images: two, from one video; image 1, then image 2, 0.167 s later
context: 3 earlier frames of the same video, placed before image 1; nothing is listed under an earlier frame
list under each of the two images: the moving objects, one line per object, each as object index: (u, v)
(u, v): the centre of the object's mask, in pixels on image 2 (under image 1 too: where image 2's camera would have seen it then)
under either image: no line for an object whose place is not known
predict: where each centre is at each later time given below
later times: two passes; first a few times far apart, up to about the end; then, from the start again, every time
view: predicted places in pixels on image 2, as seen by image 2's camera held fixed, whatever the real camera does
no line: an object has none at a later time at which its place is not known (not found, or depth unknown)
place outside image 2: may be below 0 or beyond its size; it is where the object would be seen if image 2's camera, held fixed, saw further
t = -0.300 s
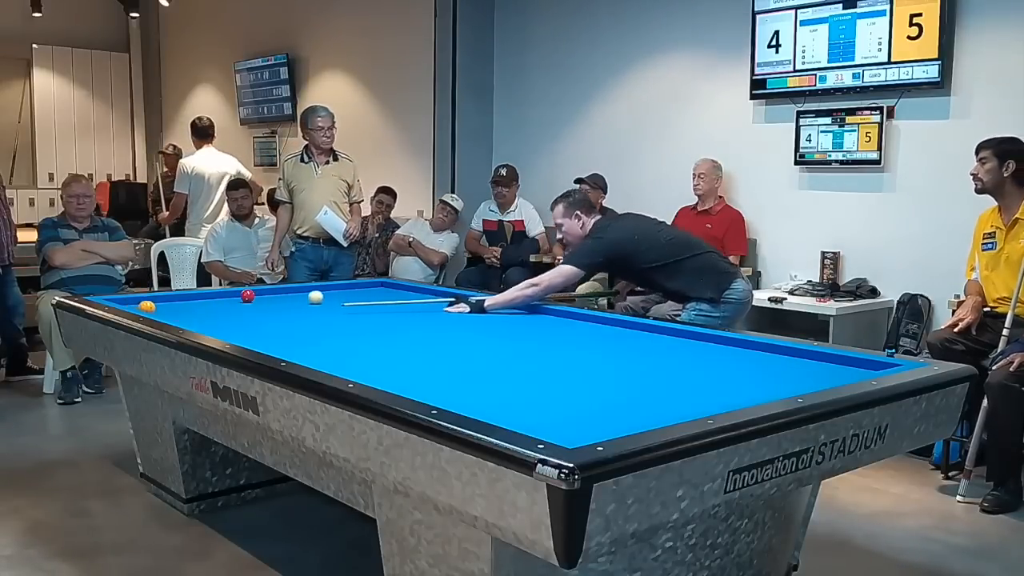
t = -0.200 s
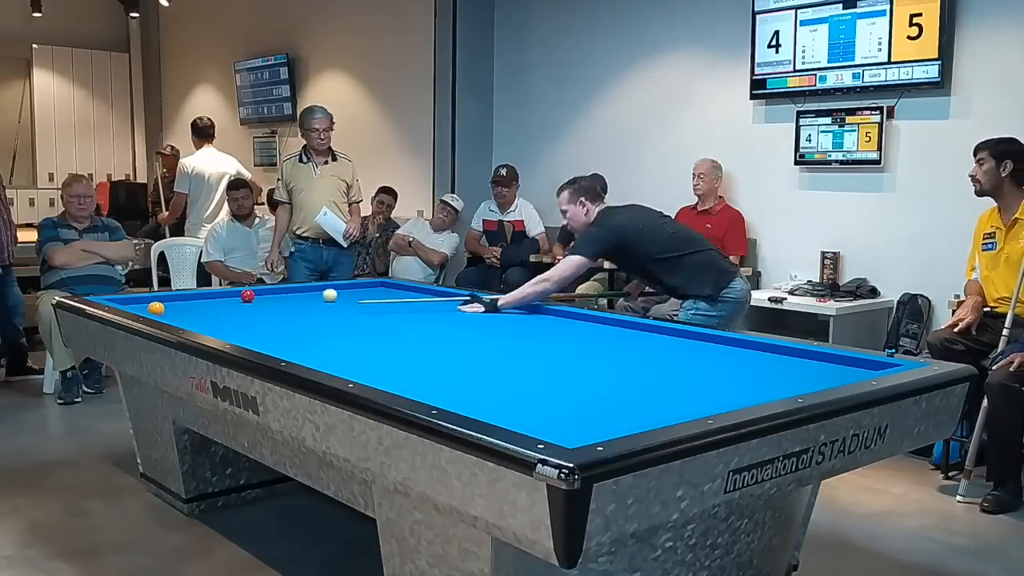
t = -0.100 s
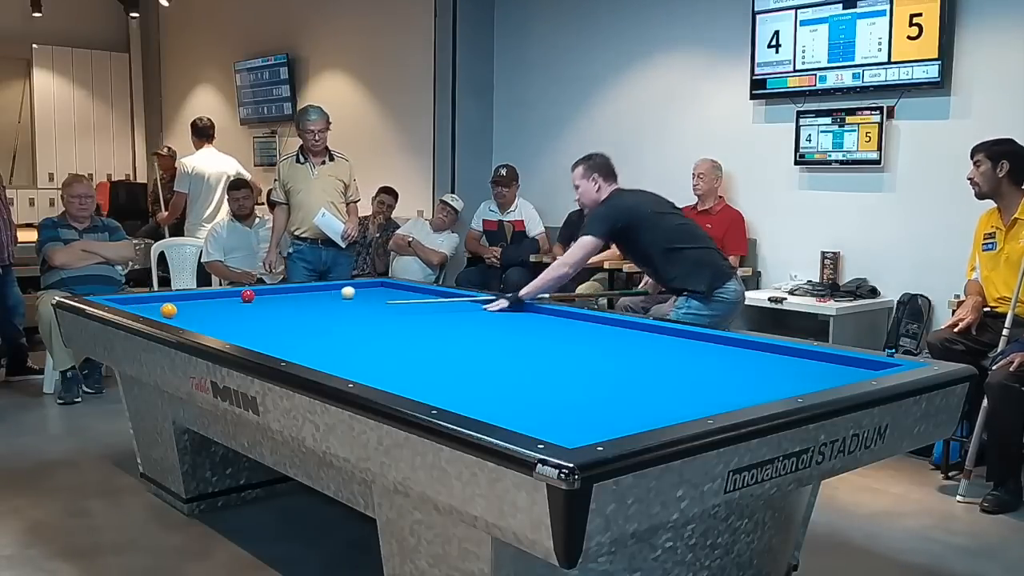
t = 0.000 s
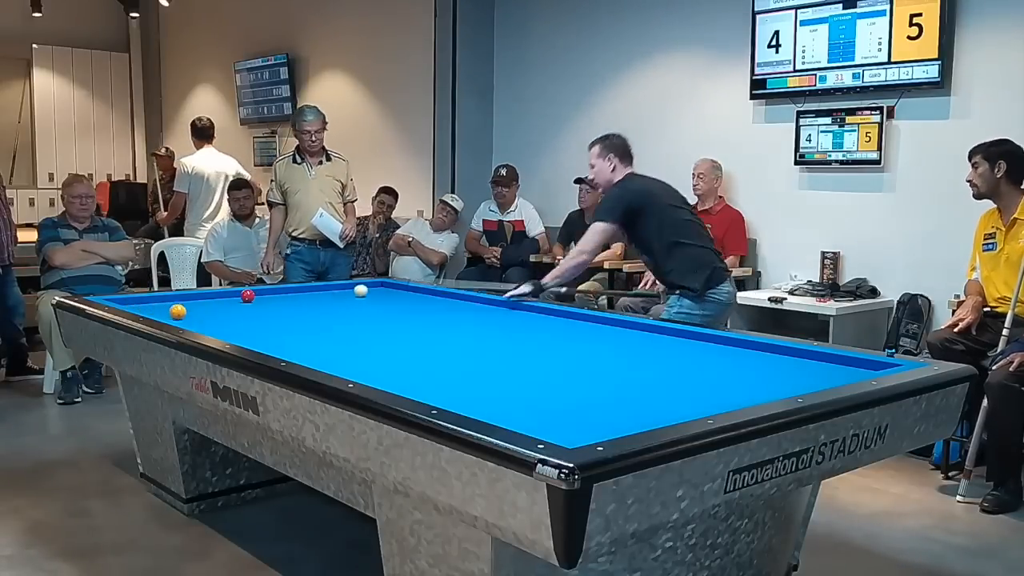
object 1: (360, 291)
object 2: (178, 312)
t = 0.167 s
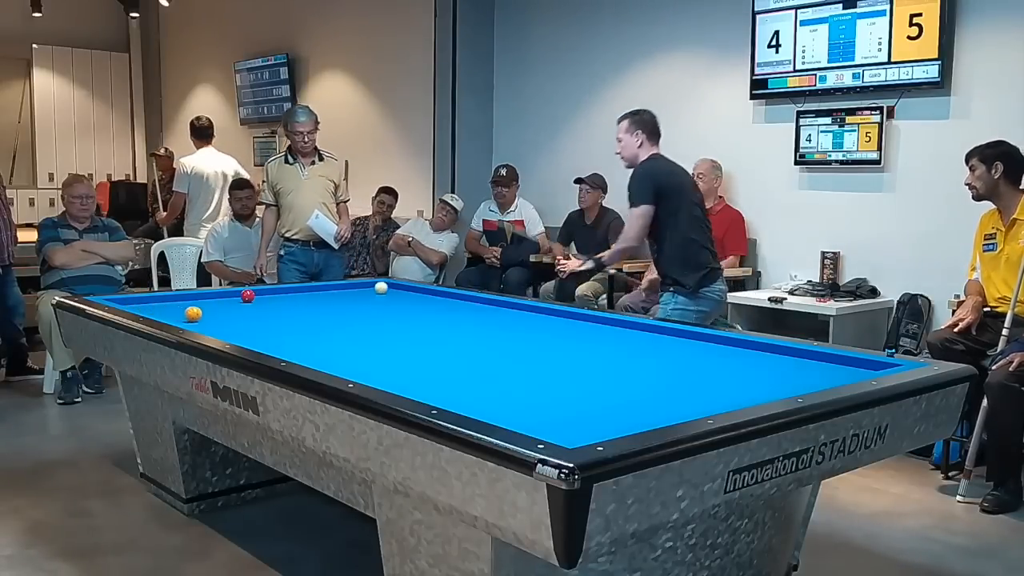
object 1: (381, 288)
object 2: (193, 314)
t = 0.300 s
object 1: (396, 286)
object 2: (205, 316)
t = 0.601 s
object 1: (370, 287)
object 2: (234, 319)
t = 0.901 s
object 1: (342, 288)
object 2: (263, 323)
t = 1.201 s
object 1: (313, 289)
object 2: (292, 327)
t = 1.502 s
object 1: (285, 290)
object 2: (322, 330)
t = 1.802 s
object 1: (257, 291)
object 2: (352, 334)
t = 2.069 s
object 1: (231, 293)
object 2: (379, 338)
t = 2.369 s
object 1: (202, 294)
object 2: (409, 342)
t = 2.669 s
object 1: (178, 296)
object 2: (439, 346)
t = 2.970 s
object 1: (151, 298)
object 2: (473, 350)
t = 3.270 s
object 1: (128, 300)
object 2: (504, 354)
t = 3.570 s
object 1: (118, 300)
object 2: (534, 358)
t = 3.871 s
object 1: (132, 300)
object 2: (565, 362)
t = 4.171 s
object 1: (145, 300)
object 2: (596, 366)
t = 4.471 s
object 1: (157, 299)
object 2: (626, 370)
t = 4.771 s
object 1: (168, 299)
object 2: (657, 375)
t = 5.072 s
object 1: (177, 298)
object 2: (688, 379)
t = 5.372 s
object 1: (186, 298)
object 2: (718, 383)
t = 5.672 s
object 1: (193, 297)
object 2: (747, 386)
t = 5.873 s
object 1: (198, 297)
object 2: (766, 387)
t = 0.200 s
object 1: (385, 287)
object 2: (196, 314)
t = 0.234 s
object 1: (389, 287)
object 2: (199, 315)
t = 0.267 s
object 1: (392, 286)
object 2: (202, 315)
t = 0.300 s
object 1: (396, 286)
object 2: (205, 316)
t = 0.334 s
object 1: (398, 285)
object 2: (209, 316)
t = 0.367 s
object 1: (394, 285)
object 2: (212, 316)
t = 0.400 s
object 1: (390, 286)
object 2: (215, 317)
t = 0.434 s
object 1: (386, 286)
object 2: (218, 317)
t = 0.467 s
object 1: (383, 286)
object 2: (222, 317)
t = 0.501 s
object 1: (380, 286)
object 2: (224, 318)
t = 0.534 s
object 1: (376, 286)
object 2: (228, 318)
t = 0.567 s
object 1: (373, 287)
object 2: (231, 319)
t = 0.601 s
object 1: (370, 287)
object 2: (234, 319)
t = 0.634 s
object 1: (367, 287)
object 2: (238, 319)
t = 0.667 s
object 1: (364, 287)
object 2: (241, 320)
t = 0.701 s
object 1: (361, 287)
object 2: (244, 320)
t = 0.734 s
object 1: (358, 287)
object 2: (247, 321)
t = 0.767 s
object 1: (355, 287)
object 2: (250, 321)
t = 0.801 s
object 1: (351, 288)
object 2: (253, 322)
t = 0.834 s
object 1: (348, 288)
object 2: (256, 322)
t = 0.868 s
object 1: (345, 288)
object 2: (260, 322)
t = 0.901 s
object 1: (342, 288)
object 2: (263, 323)
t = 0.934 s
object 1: (338, 288)
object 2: (266, 323)
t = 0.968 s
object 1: (335, 288)
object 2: (269, 324)
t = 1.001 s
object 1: (332, 288)
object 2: (273, 324)
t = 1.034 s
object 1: (329, 288)
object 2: (276, 325)
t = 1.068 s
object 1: (326, 288)
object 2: (279, 325)
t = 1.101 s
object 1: (323, 289)
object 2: (282, 325)
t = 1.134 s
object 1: (320, 289)
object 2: (285, 326)
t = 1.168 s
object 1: (317, 289)
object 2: (289, 326)
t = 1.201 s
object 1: (313, 289)
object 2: (292, 327)
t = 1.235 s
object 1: (310, 289)
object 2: (295, 327)
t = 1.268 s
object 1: (307, 289)
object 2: (299, 328)
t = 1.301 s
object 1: (304, 289)
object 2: (302, 328)
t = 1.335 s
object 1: (301, 290)
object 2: (305, 329)
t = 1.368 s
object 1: (297, 290)
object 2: (308, 329)
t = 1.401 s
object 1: (294, 290)
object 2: (312, 329)
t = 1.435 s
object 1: (291, 290)
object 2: (315, 330)
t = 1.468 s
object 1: (288, 290)
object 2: (318, 330)
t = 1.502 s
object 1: (285, 290)
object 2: (322, 330)
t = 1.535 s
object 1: (282, 290)
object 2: (325, 331)
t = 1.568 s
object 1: (279, 291)
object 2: (328, 331)
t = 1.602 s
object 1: (276, 291)
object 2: (332, 332)
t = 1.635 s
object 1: (272, 291)
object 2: (335, 332)
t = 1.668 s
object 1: (269, 291)
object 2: (338, 333)
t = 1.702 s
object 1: (266, 291)
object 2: (342, 333)
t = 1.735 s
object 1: (263, 291)
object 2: (345, 333)
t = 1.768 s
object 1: (260, 291)
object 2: (349, 334)
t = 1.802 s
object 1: (257, 291)
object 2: (352, 334)
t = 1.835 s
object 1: (255, 290)
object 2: (355, 335)
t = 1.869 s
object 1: (252, 289)
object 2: (359, 335)
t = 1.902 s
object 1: (246, 288)
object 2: (362, 336)
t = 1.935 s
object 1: (241, 290)
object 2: (365, 336)
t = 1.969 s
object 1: (239, 291)
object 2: (368, 336)
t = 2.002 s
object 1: (236, 292)
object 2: (372, 337)
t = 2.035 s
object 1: (234, 293)
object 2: (375, 337)
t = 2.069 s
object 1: (231, 293)
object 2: (379, 338)
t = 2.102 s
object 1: (228, 293)
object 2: (382, 338)
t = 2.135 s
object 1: (225, 293)
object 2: (385, 339)
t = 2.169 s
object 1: (221, 293)
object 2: (389, 339)
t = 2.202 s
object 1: (218, 293)
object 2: (392, 339)
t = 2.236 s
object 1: (215, 293)
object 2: (395, 340)
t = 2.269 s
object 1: (212, 294)
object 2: (399, 340)
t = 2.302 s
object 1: (209, 294)
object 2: (402, 341)
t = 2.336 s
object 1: (205, 294)
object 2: (405, 341)
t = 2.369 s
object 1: (202, 294)
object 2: (409, 342)
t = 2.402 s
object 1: (199, 294)
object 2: (412, 342)
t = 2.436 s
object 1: (196, 294)
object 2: (416, 342)
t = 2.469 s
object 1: (194, 295)
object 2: (419, 343)
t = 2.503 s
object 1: (191, 295)
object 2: (422, 343)
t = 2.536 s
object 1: (188, 295)
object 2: (426, 344)
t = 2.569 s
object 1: (185, 295)
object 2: (429, 344)
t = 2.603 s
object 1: (183, 296)
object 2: (432, 345)
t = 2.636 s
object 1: (180, 296)
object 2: (436, 345)
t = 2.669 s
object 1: (178, 296)
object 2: (439, 346)
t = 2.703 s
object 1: (175, 296)
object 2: (442, 346)
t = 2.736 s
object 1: (173, 296)
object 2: (446, 347)
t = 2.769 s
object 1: (170, 296)
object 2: (449, 347)
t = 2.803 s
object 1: (167, 297)
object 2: (453, 347)
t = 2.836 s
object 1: (164, 297)
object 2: (456, 348)
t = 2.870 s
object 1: (162, 297)
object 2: (459, 348)
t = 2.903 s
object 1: (156, 298)
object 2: (466, 349)
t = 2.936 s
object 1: (154, 298)
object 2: (470, 349)
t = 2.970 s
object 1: (151, 298)
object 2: (473, 350)
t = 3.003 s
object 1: (149, 298)
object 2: (476, 350)
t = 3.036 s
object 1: (146, 298)
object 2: (480, 351)
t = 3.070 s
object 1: (143, 298)
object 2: (483, 351)
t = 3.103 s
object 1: (141, 299)
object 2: (487, 352)
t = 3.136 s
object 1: (138, 299)
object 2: (490, 352)
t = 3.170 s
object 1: (136, 299)
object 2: (493, 352)
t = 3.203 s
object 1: (133, 299)
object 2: (497, 353)
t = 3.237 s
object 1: (130, 299)
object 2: (500, 354)
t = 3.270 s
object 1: (128, 300)
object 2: (504, 354)
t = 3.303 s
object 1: (125, 300)
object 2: (507, 354)
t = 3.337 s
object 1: (122, 300)
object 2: (510, 355)
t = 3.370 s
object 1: (120, 299)
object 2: (514, 355)
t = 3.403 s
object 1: (117, 299)
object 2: (517, 355)
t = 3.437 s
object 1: (115, 299)
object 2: (521, 356)
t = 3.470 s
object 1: (113, 299)
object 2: (524, 357)
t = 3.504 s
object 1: (114, 299)
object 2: (527, 357)
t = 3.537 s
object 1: (116, 300)
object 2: (531, 358)
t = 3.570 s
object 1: (118, 300)
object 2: (534, 358)
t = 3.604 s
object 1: (119, 300)
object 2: (538, 359)
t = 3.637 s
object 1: (121, 300)
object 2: (541, 359)
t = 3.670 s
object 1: (122, 300)
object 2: (544, 360)
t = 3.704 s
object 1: (124, 300)
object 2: (548, 360)
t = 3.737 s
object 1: (125, 300)
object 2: (551, 360)
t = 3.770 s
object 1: (127, 300)
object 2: (555, 361)
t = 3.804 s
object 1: (129, 300)
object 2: (558, 361)
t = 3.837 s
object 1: (130, 300)
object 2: (561, 362)
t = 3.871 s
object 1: (132, 300)
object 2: (565, 362)
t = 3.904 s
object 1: (133, 300)
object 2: (569, 363)
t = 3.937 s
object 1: (135, 300)
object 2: (572, 363)
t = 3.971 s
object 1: (136, 300)
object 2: (575, 364)
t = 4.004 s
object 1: (138, 300)
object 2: (579, 364)
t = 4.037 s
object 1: (139, 300)
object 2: (582, 364)
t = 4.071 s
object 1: (141, 300)
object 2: (585, 365)
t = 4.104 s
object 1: (142, 300)
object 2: (589, 365)
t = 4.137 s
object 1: (143, 300)
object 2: (592, 366)
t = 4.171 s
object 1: (145, 300)
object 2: (596, 366)
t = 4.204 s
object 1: (146, 300)
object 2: (599, 367)
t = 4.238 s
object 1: (148, 300)
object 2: (602, 367)
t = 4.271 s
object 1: (149, 299)
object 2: (606, 368)
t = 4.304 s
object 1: (150, 299)
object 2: (609, 368)
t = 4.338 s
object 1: (152, 299)
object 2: (613, 369)
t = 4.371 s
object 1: (153, 299)
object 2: (616, 369)
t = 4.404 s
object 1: (154, 299)
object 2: (619, 370)
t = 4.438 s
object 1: (155, 299)
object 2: (623, 370)
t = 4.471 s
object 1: (157, 299)
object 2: (626, 370)
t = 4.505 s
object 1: (158, 299)
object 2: (630, 371)
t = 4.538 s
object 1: (159, 299)
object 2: (633, 371)
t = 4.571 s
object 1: (160, 299)
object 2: (637, 372)
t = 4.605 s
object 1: (162, 299)
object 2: (640, 372)
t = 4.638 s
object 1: (163, 299)
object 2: (643, 373)
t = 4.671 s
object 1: (164, 299)
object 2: (647, 373)
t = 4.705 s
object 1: (165, 299)
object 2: (650, 374)
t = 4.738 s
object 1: (166, 299)
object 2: (654, 374)
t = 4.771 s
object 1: (168, 299)
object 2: (657, 375)
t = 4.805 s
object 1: (169, 299)
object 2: (660, 375)
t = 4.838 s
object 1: (170, 299)
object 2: (664, 376)
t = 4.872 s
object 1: (171, 299)
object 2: (667, 376)
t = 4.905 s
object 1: (172, 298)
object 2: (671, 377)
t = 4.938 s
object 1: (173, 298)
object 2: (674, 377)
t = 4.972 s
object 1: (174, 298)
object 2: (678, 377)
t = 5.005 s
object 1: (175, 298)
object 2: (681, 378)
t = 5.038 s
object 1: (176, 298)
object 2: (684, 378)
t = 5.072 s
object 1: (177, 298)
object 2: (688, 379)
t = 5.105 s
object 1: (178, 298)
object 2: (691, 379)
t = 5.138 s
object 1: (179, 298)
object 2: (694, 380)
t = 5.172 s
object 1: (180, 298)
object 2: (698, 380)
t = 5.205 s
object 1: (181, 298)
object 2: (701, 381)
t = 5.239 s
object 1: (182, 298)
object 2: (704, 381)
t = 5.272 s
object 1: (183, 298)
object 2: (708, 381)
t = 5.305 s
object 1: (184, 298)
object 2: (711, 382)
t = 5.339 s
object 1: (185, 298)
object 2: (714, 382)
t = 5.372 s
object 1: (186, 298)
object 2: (718, 383)
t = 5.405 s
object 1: (187, 298)
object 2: (721, 383)
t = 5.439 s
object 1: (187, 298)
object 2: (724, 384)
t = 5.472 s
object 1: (188, 298)
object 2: (728, 384)
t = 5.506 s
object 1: (189, 298)
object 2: (731, 385)
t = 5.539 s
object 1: (190, 298)
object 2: (734, 385)
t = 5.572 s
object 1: (191, 298)
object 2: (738, 385)
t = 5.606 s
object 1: (192, 297)
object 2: (741, 386)
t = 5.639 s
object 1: (193, 298)
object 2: (744, 386)
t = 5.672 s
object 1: (193, 297)
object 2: (747, 386)
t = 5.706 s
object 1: (194, 297)
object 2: (750, 387)
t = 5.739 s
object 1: (195, 297)
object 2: (754, 387)
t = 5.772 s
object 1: (196, 297)
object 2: (757, 387)
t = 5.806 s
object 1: (196, 297)
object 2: (760, 387)
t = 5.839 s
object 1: (197, 297)
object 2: (763, 387)
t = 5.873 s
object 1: (198, 297)
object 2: (766, 387)
